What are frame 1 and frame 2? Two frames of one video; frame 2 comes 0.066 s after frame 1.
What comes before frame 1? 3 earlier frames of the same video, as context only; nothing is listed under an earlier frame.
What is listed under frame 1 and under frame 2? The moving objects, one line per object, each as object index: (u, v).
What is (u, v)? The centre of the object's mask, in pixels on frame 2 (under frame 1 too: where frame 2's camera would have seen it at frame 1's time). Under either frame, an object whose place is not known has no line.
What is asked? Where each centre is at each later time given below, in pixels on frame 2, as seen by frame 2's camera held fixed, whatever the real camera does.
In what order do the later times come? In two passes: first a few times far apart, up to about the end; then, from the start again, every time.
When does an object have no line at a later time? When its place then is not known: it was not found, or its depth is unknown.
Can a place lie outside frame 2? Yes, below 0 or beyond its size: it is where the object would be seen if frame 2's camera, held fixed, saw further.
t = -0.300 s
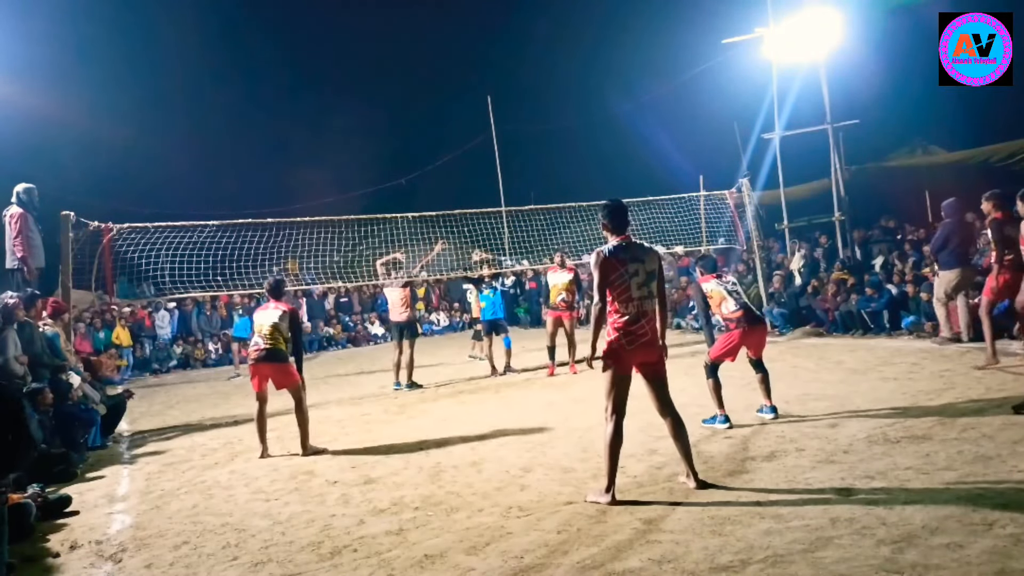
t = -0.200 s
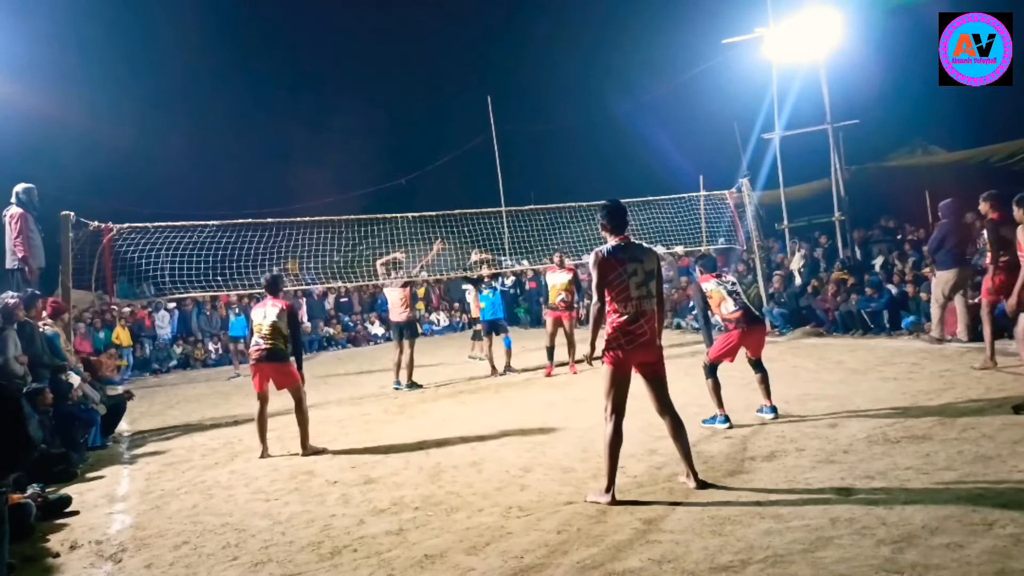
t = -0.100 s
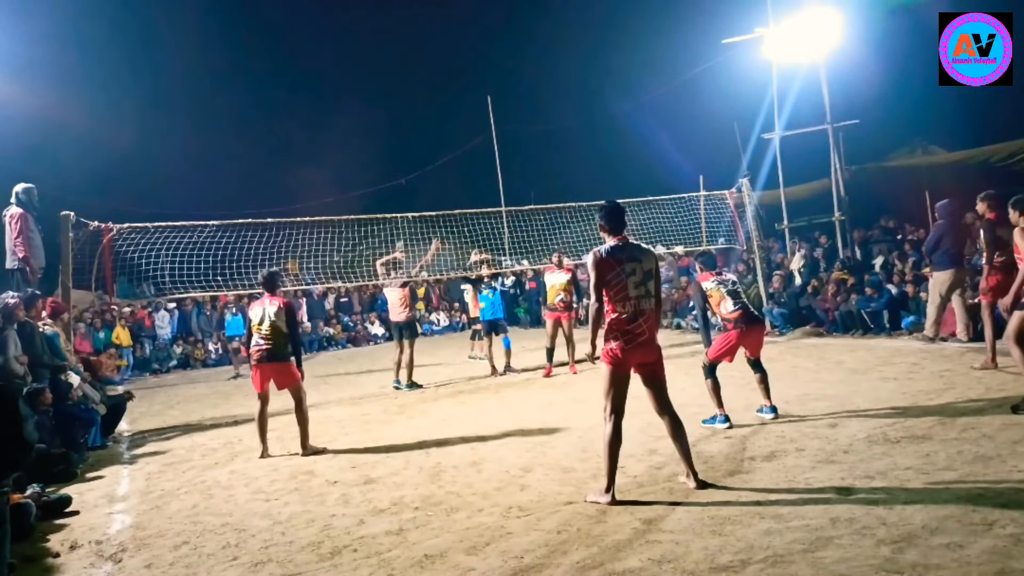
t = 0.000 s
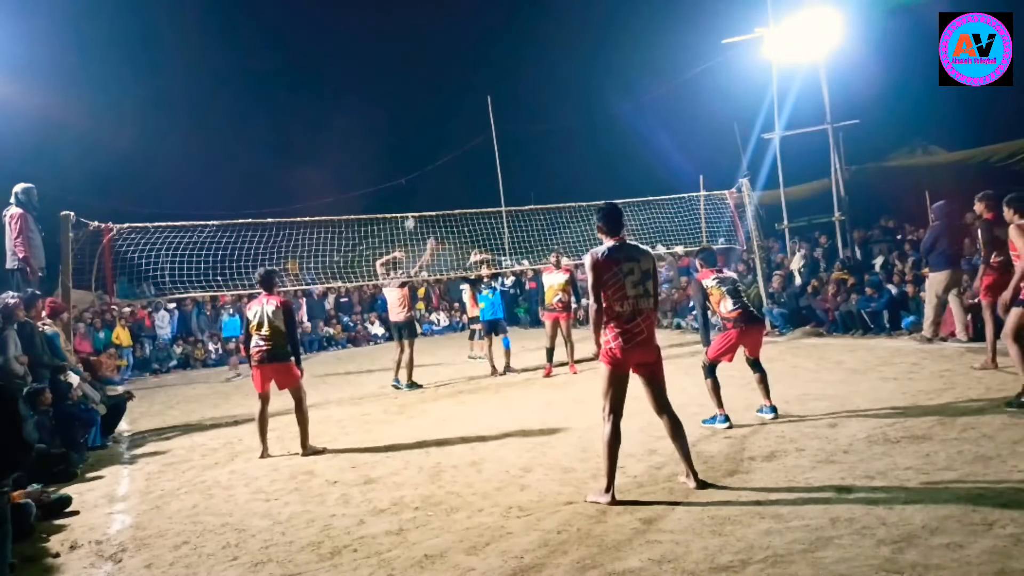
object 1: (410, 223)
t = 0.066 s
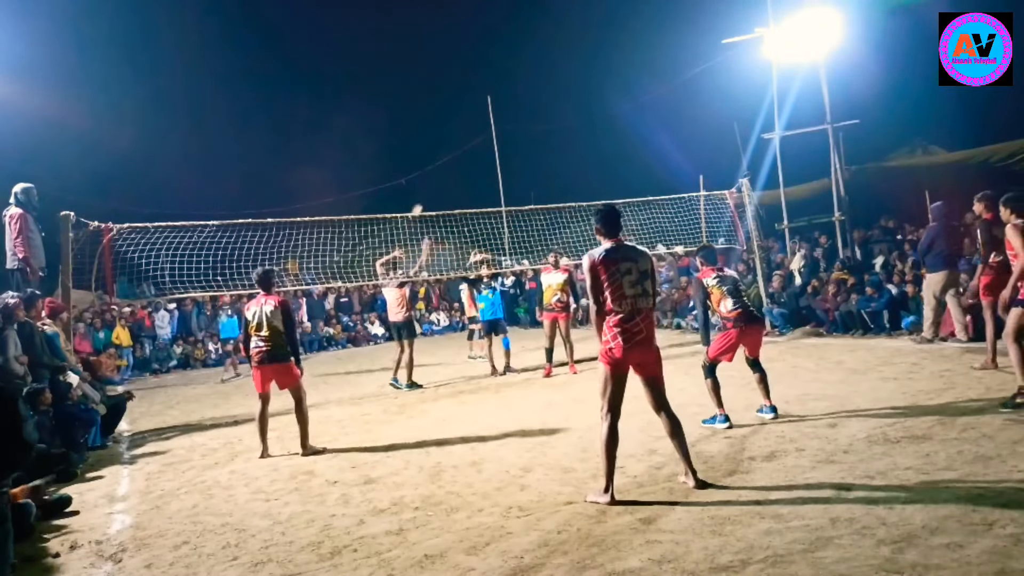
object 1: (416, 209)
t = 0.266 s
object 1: (442, 176)
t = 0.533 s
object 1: (494, 149)
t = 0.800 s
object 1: (578, 165)
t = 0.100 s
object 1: (420, 204)
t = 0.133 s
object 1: (424, 198)
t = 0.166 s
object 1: (428, 192)
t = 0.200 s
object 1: (433, 186)
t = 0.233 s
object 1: (438, 181)
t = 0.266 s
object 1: (442, 176)
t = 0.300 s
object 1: (447, 171)
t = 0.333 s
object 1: (453, 166)
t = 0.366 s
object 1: (459, 162)
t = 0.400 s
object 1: (465, 159)
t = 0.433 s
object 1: (472, 155)
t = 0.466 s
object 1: (479, 152)
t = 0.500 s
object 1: (486, 150)
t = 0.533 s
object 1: (494, 149)
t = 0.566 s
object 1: (502, 147)
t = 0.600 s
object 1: (510, 147)
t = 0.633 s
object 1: (520, 148)
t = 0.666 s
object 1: (529, 149)
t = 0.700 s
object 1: (540, 151)
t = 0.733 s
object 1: (552, 154)
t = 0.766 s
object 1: (564, 159)
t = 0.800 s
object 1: (578, 165)
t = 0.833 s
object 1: (594, 172)
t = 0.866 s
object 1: (611, 180)
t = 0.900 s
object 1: (630, 190)
